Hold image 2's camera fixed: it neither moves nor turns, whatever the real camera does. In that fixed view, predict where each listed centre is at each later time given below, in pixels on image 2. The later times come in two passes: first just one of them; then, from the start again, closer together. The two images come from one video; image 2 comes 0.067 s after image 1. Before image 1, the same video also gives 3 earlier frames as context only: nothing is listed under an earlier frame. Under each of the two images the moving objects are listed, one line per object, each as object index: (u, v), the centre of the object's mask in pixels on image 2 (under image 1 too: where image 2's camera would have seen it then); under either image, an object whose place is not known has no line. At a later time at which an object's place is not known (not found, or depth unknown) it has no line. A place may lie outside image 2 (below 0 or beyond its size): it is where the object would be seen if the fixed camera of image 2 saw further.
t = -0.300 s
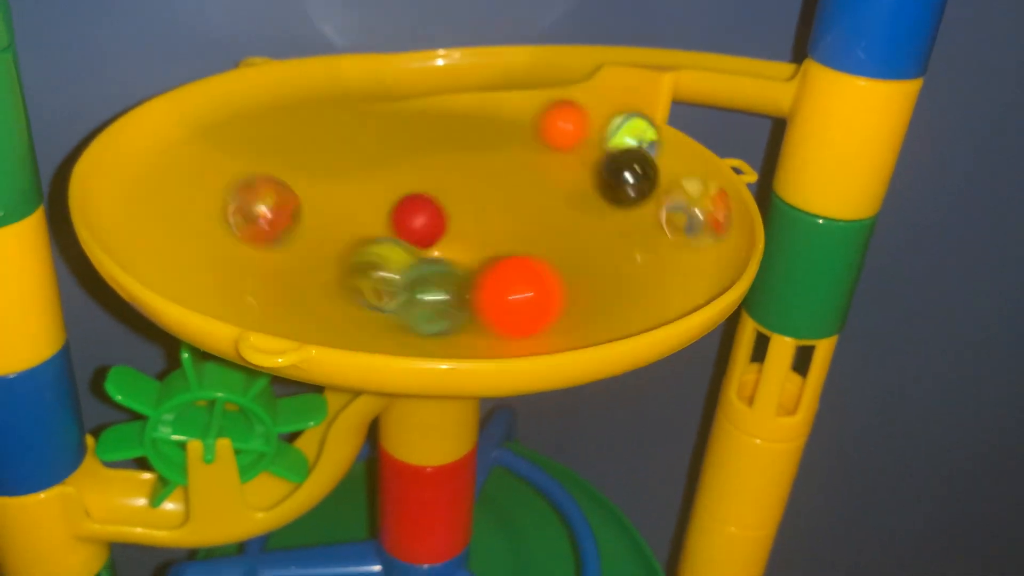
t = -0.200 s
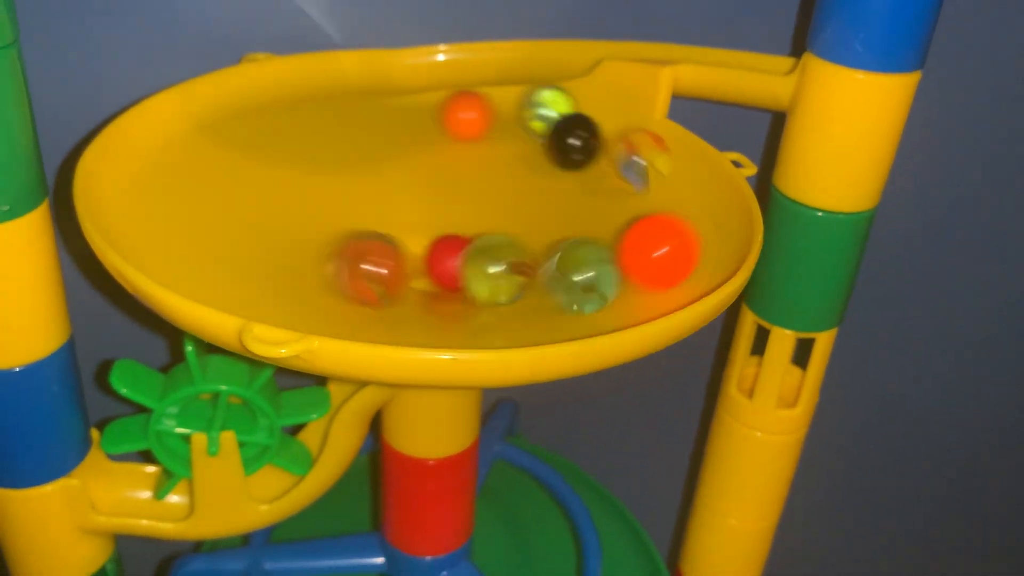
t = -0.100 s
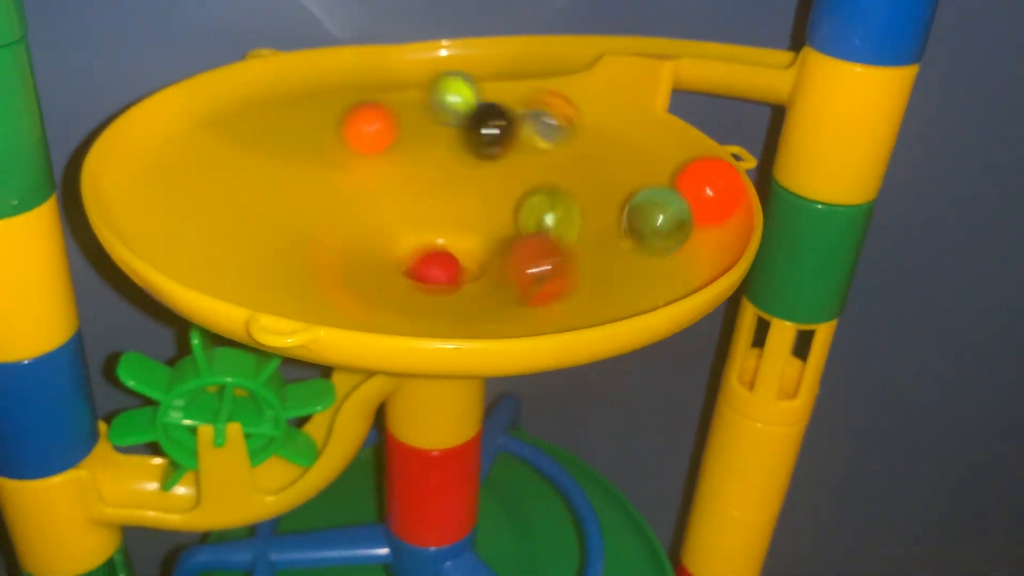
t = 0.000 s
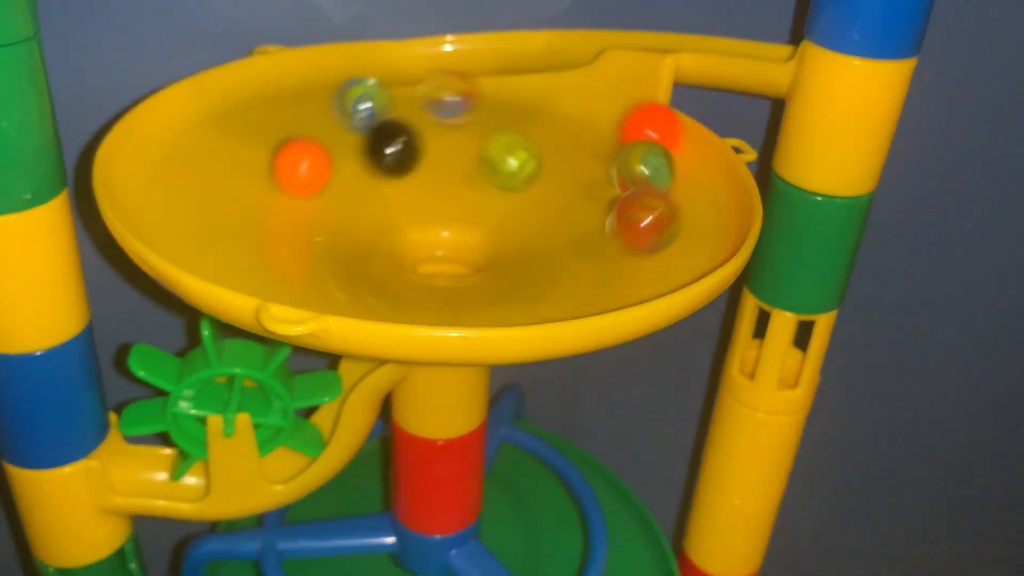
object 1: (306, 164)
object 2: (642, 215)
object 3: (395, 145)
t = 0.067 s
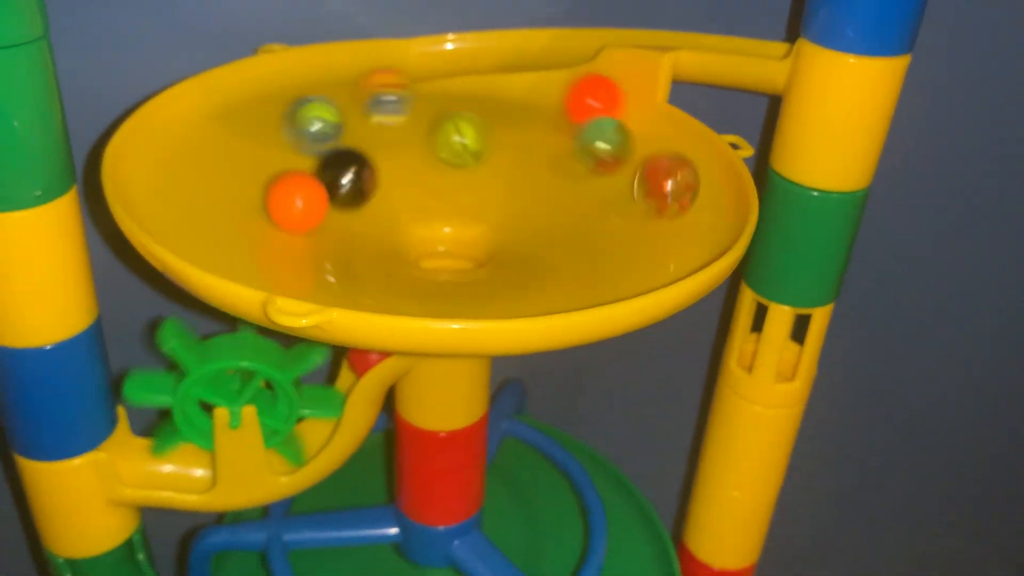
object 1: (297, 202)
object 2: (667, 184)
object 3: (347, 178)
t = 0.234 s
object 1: (434, 285)
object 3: (403, 242)
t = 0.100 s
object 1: (308, 221)
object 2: (668, 170)
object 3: (342, 192)
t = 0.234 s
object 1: (434, 285)
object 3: (403, 242)
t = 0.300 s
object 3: (477, 252)
